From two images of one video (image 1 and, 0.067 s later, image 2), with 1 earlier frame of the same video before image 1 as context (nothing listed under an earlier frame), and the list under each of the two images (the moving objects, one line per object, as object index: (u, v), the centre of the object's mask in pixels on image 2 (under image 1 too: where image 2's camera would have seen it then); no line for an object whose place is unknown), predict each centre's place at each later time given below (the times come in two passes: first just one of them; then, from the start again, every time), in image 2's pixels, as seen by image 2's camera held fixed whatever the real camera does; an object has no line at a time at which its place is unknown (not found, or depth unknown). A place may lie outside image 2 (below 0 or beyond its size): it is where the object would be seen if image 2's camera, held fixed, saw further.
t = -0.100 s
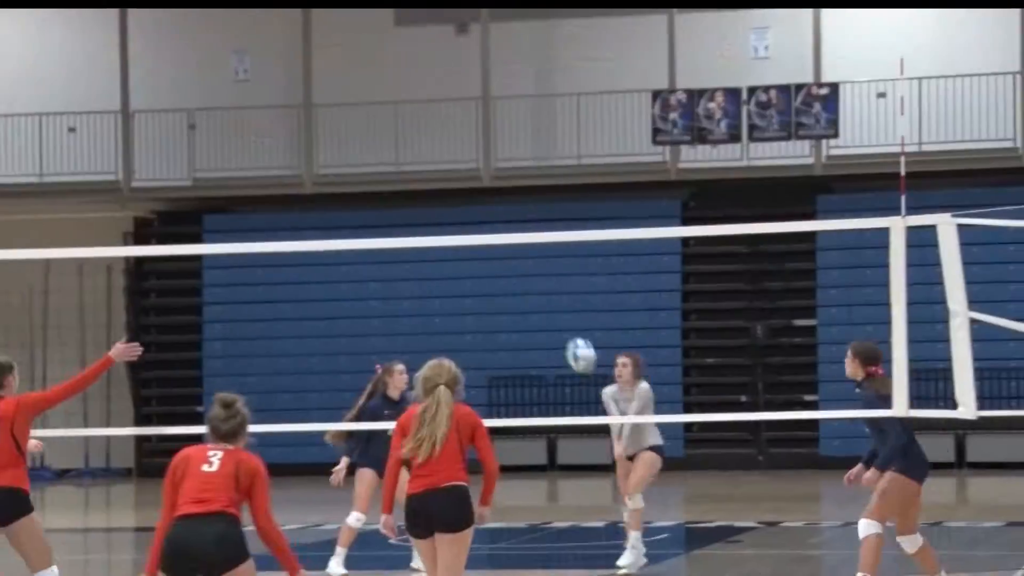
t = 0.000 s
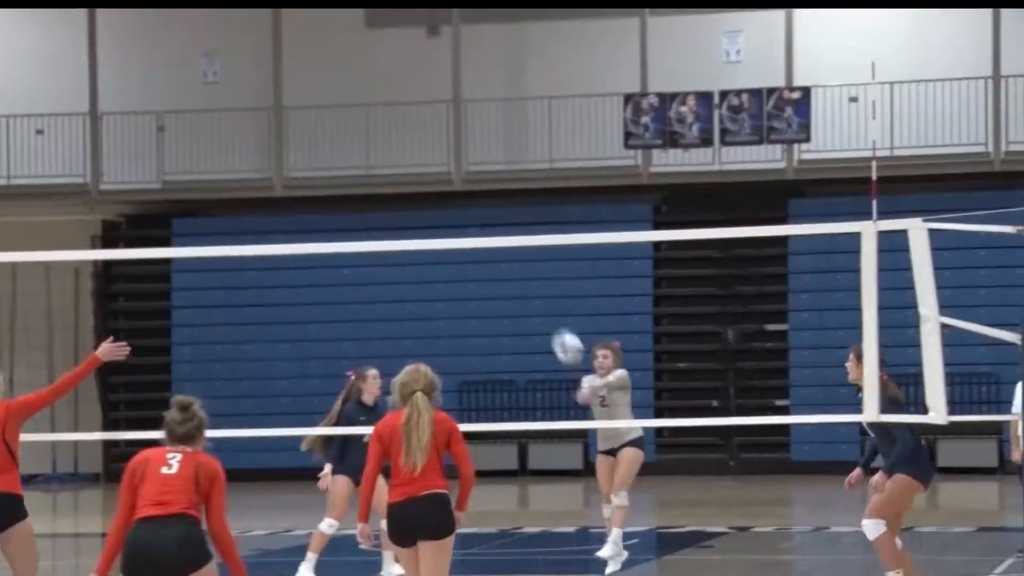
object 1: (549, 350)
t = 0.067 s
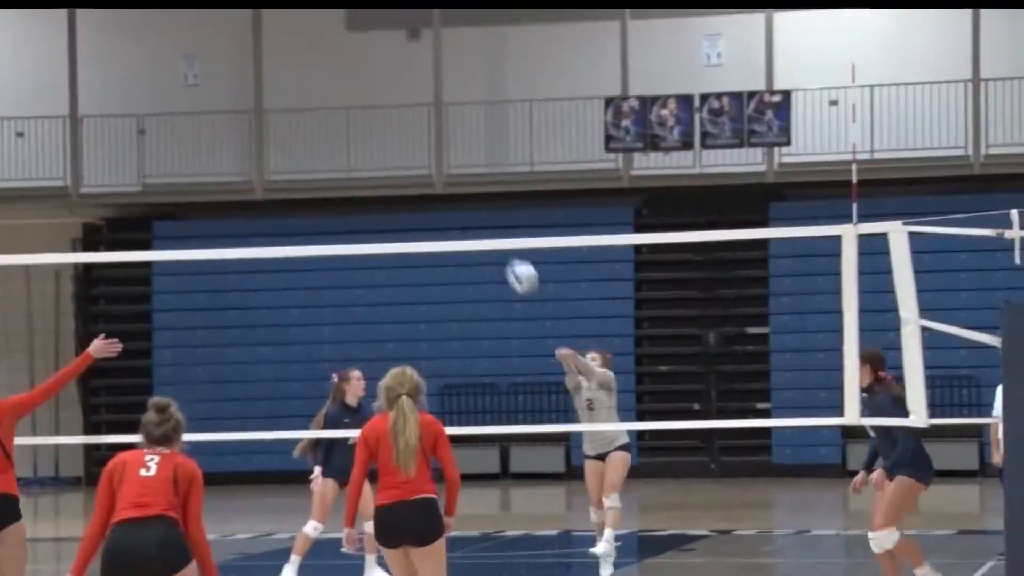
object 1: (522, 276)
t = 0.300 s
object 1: (427, 60)
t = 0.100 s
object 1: (508, 240)
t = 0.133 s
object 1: (495, 208)
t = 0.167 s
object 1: (481, 175)
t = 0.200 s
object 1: (468, 145)
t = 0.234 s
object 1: (454, 115)
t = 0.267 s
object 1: (440, 86)
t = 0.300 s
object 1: (427, 60)
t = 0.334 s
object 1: (414, 34)
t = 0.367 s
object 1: (401, 10)
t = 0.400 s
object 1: (387, -13)
